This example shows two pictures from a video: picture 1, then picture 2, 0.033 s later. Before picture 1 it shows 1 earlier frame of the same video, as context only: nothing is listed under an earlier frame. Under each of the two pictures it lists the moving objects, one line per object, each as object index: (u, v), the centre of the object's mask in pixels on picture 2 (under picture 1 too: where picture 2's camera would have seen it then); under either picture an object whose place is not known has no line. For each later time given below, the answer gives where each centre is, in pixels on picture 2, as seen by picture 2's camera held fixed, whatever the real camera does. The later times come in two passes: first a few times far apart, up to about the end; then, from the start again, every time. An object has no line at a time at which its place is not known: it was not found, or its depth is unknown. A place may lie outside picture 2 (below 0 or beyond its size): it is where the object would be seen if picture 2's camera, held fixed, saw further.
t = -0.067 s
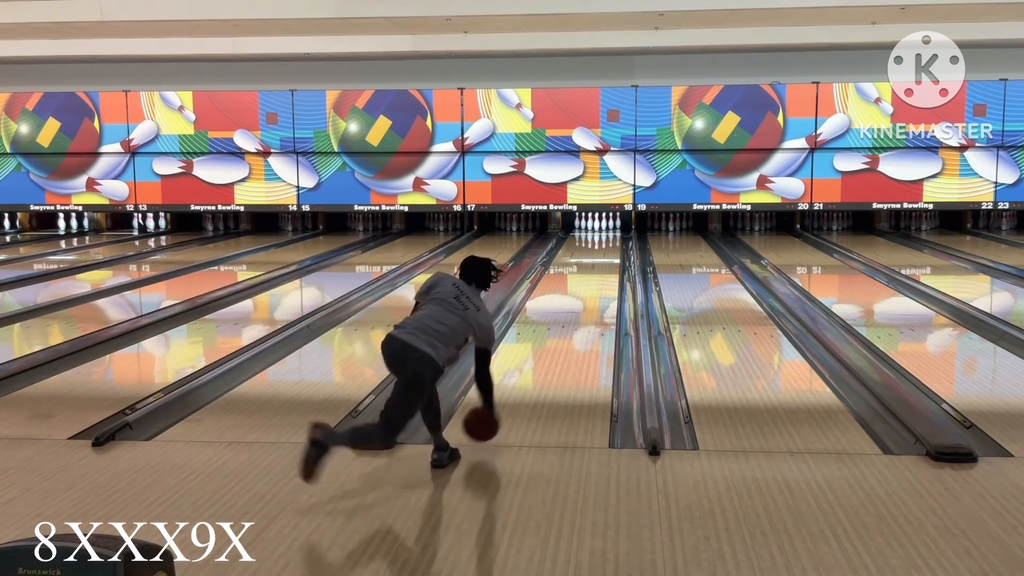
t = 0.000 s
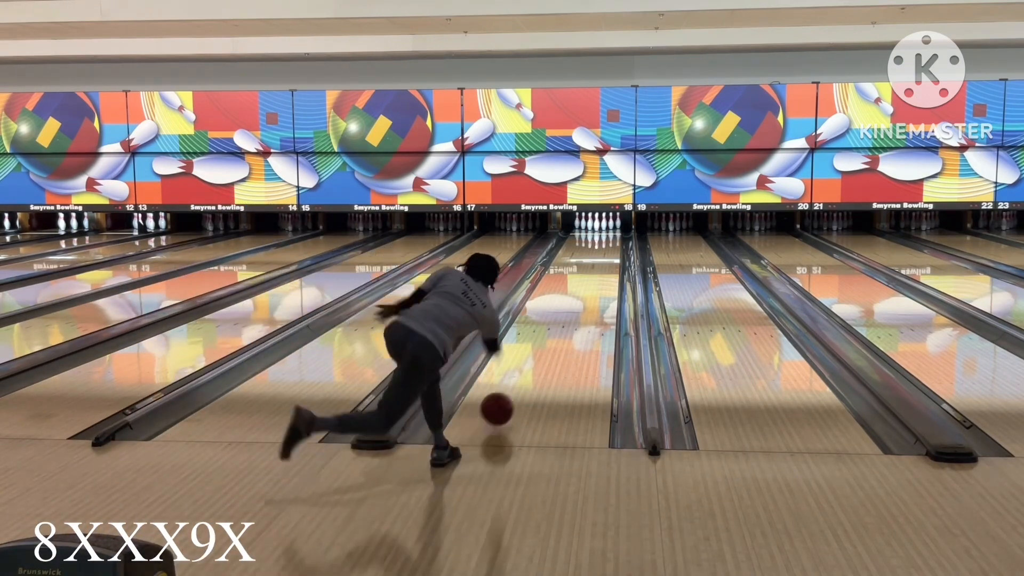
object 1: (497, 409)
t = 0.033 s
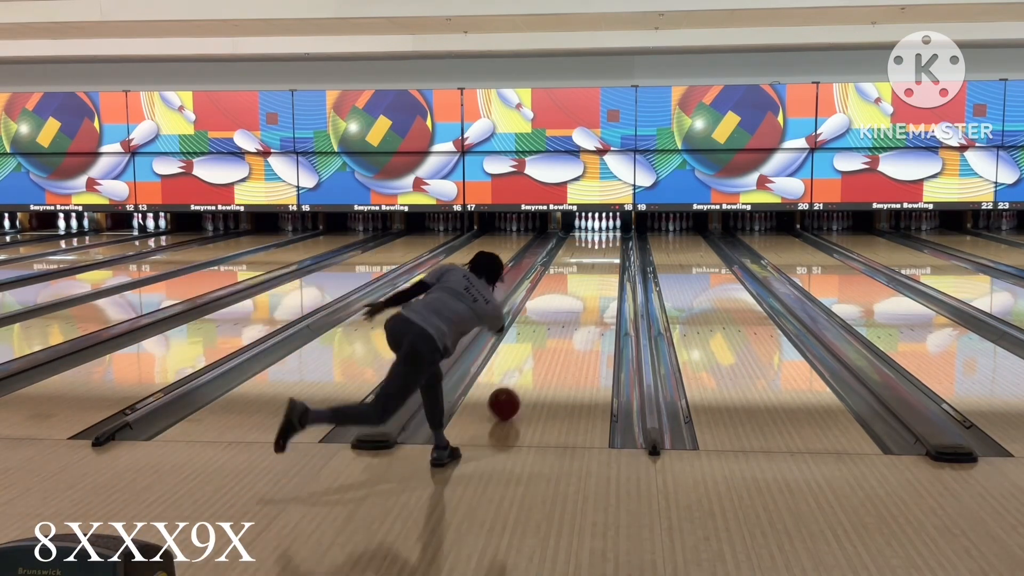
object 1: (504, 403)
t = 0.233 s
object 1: (538, 358)
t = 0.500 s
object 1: (567, 319)
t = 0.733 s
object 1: (585, 294)
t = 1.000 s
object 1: (598, 274)
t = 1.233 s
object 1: (606, 261)
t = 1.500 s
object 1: (612, 249)
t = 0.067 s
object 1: (510, 394)
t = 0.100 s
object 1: (517, 386)
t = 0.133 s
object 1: (523, 379)
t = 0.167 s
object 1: (528, 372)
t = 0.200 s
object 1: (533, 365)
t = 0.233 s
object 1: (538, 358)
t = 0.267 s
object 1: (542, 353)
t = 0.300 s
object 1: (547, 347)
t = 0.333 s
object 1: (551, 342)
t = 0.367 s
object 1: (554, 337)
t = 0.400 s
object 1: (558, 332)
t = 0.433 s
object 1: (561, 327)
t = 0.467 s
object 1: (564, 323)
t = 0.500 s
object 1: (567, 319)
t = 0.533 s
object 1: (570, 315)
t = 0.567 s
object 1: (573, 311)
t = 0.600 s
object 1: (575, 307)
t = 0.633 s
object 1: (578, 304)
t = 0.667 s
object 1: (580, 300)
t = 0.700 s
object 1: (582, 297)
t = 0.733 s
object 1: (585, 294)
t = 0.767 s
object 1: (586, 292)
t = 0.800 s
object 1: (588, 289)
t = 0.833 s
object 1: (590, 286)
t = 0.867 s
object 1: (592, 283)
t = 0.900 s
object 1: (594, 281)
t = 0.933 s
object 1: (595, 278)
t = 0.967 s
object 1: (597, 276)
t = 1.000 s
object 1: (598, 274)
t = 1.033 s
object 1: (600, 272)
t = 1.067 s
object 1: (601, 270)
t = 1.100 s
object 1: (602, 268)
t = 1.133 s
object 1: (604, 266)
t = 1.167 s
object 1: (604, 264)
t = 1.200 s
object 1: (605, 262)
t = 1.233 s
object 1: (606, 261)
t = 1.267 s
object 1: (607, 259)
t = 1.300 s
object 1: (608, 257)
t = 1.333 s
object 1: (609, 256)
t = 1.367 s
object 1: (609, 254)
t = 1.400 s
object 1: (610, 253)
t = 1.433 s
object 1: (611, 251)
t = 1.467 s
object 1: (611, 250)
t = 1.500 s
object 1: (612, 249)
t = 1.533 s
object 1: (612, 247)
